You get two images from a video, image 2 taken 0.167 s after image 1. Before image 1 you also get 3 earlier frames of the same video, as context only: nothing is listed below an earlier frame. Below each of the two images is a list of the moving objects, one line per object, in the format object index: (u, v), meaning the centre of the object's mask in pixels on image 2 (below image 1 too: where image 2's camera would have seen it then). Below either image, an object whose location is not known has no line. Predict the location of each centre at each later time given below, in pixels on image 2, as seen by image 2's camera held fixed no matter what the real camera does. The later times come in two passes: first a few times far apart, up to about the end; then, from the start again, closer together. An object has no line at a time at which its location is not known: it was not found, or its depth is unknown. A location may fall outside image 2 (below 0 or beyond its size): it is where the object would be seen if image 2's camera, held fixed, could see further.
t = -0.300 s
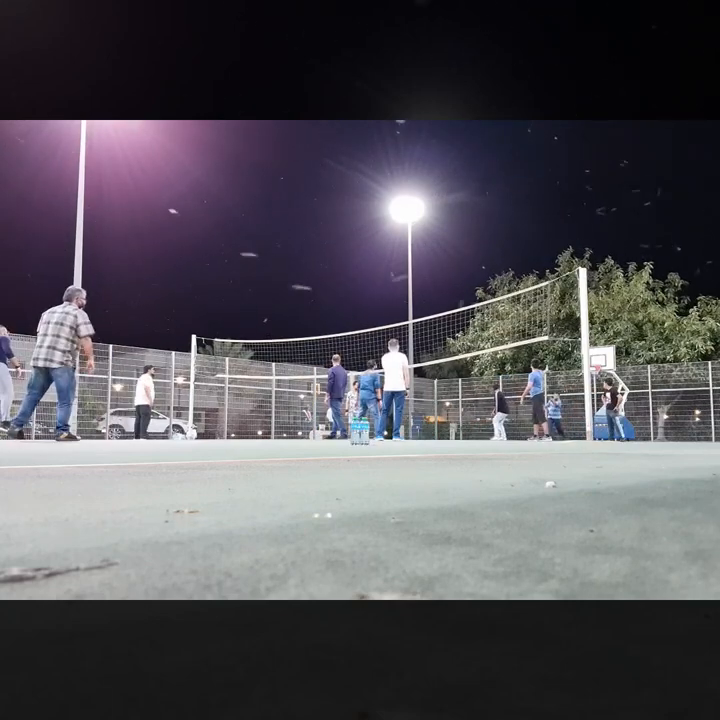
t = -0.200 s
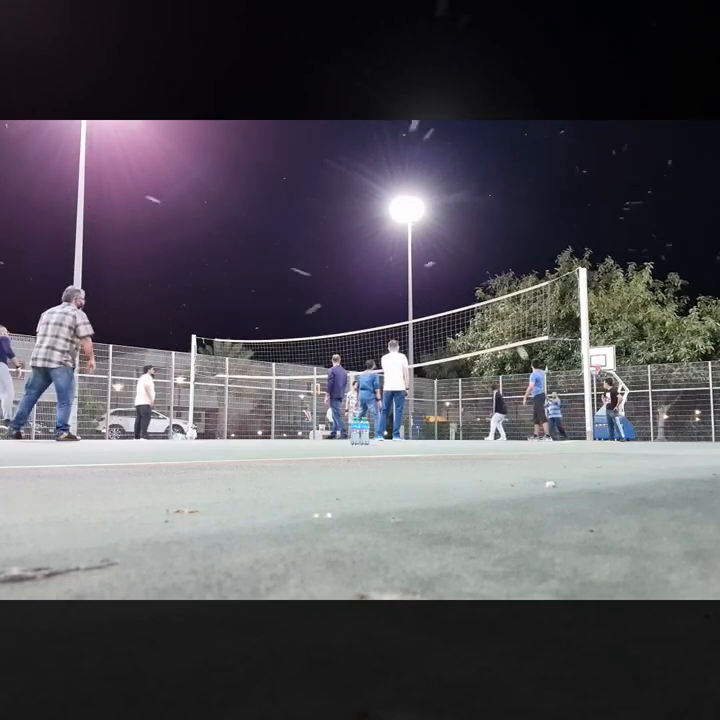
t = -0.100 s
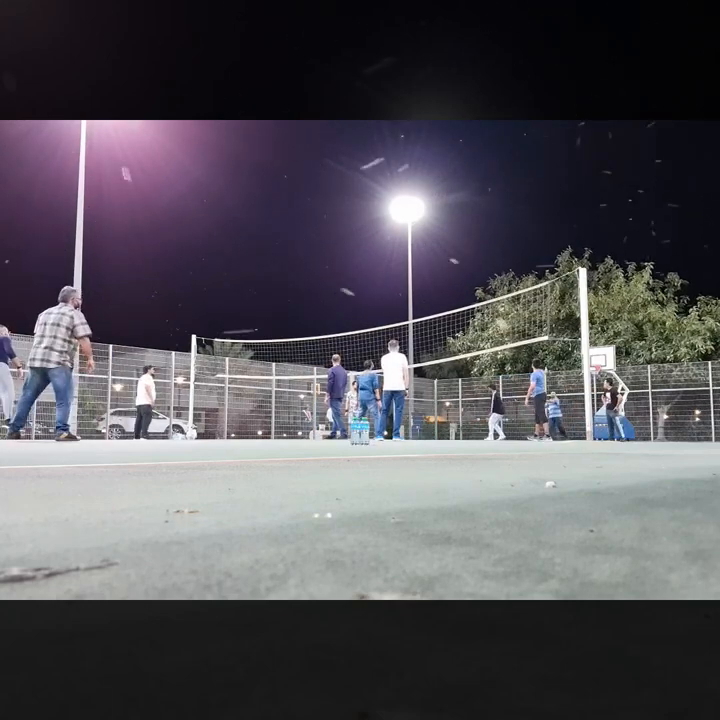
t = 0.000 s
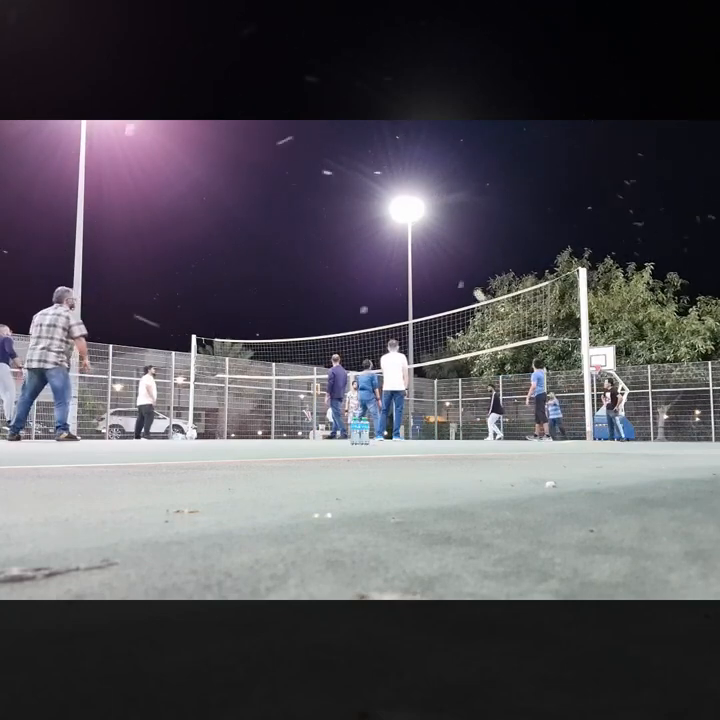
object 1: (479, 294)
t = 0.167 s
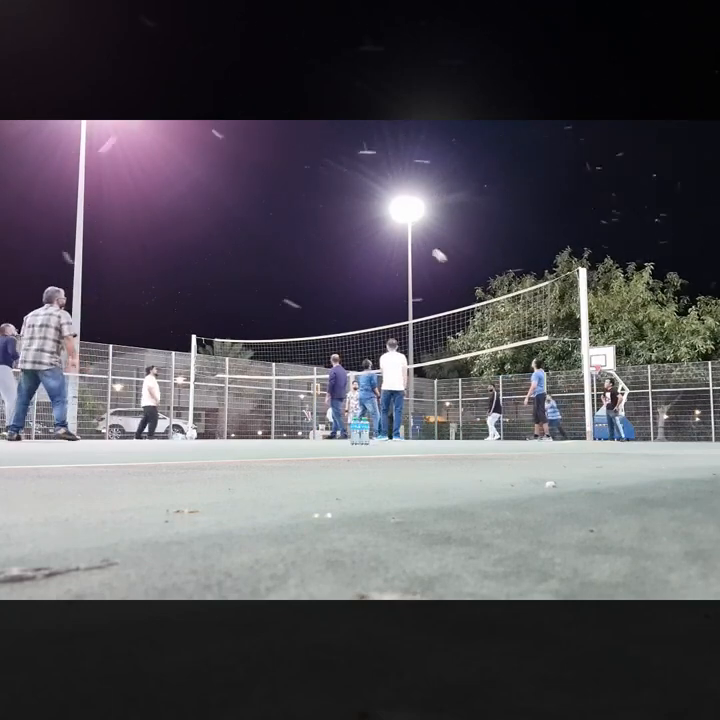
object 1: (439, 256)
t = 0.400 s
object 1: (375, 212)
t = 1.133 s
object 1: (73, 241)
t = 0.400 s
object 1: (375, 212)
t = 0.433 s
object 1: (364, 208)
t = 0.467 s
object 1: (354, 203)
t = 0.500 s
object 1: (344, 200)
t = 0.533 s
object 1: (333, 196)
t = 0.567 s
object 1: (322, 193)
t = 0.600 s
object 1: (310, 191)
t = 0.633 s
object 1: (298, 189)
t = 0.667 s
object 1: (286, 187)
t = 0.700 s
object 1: (274, 186)
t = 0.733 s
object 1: (261, 186)
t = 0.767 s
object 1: (248, 186)
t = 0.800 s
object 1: (234, 187)
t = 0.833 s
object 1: (220, 189)
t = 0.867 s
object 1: (206, 192)
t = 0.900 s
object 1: (191, 195)
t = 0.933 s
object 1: (176, 198)
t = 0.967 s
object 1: (161, 203)
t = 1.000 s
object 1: (144, 209)
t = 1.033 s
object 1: (127, 215)
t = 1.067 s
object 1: (111, 223)
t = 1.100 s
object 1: (94, 231)
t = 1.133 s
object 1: (73, 241)
